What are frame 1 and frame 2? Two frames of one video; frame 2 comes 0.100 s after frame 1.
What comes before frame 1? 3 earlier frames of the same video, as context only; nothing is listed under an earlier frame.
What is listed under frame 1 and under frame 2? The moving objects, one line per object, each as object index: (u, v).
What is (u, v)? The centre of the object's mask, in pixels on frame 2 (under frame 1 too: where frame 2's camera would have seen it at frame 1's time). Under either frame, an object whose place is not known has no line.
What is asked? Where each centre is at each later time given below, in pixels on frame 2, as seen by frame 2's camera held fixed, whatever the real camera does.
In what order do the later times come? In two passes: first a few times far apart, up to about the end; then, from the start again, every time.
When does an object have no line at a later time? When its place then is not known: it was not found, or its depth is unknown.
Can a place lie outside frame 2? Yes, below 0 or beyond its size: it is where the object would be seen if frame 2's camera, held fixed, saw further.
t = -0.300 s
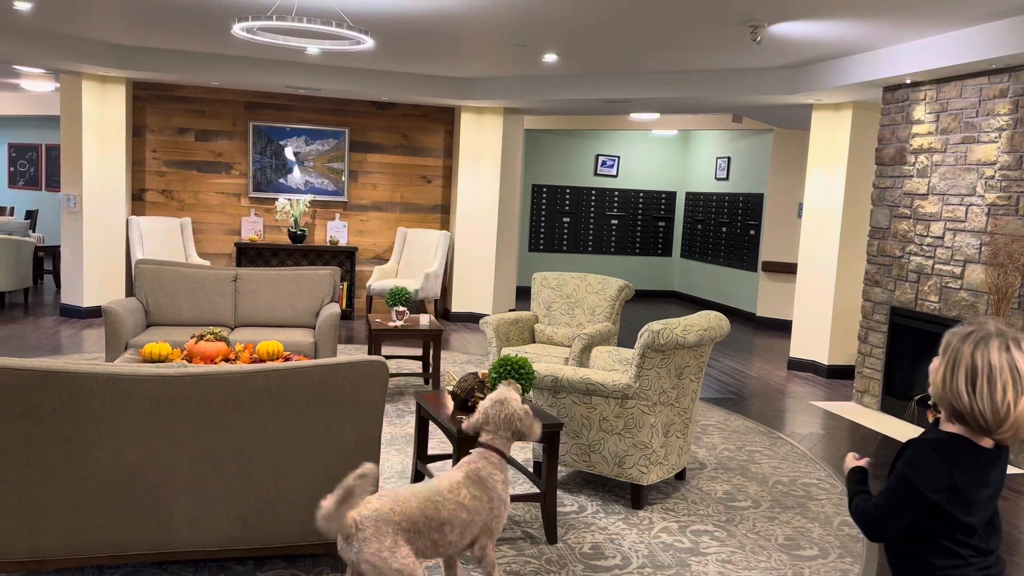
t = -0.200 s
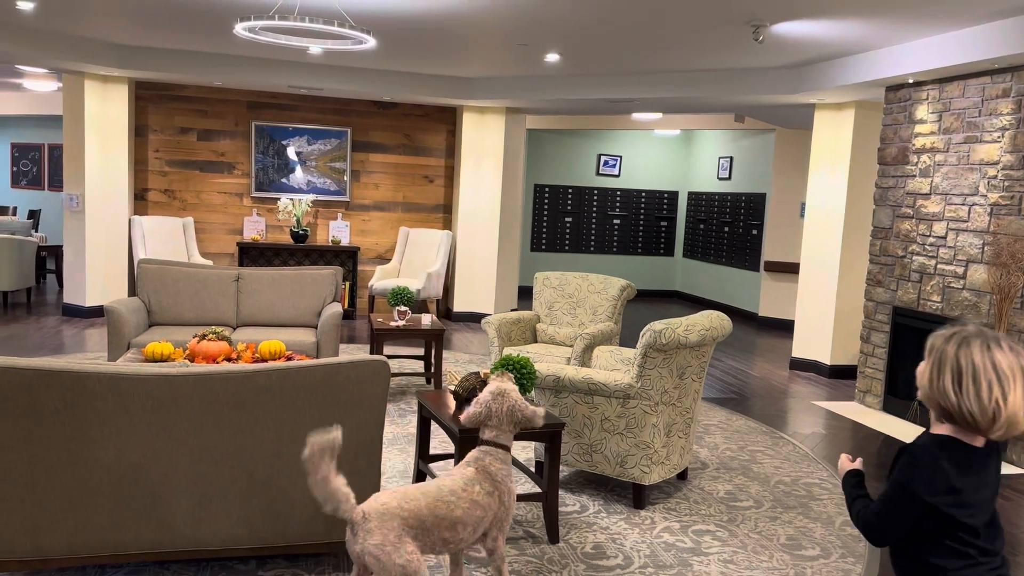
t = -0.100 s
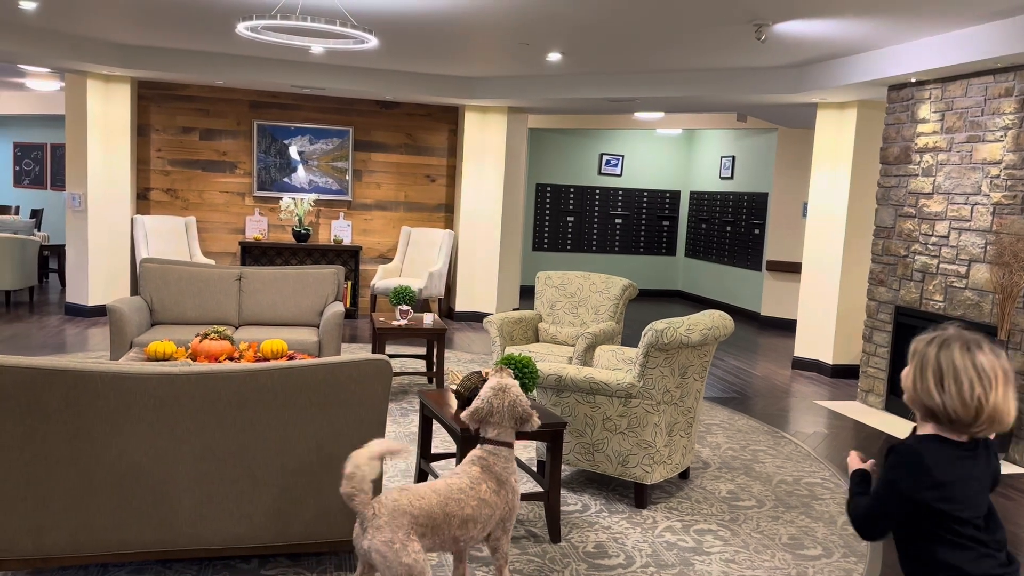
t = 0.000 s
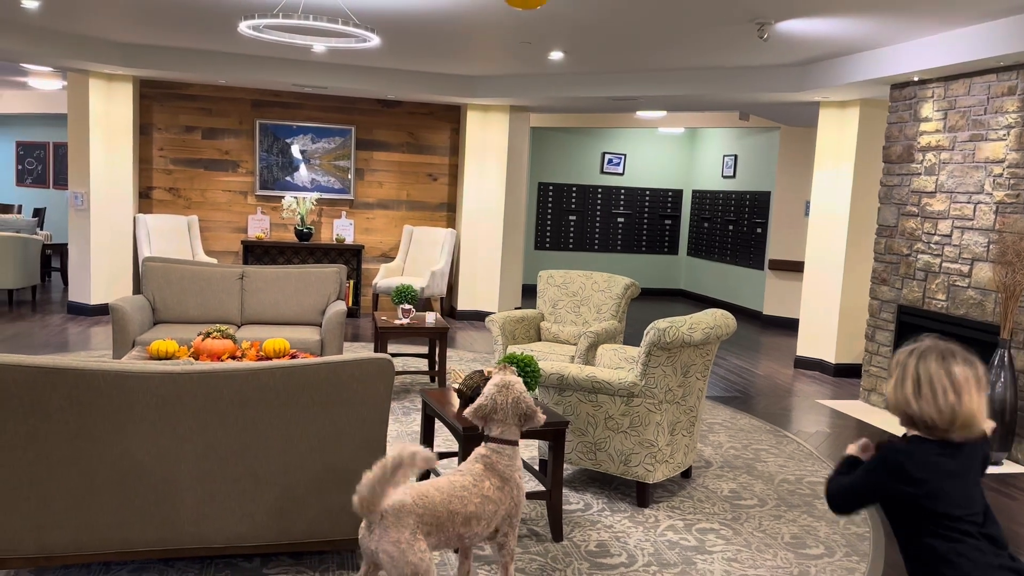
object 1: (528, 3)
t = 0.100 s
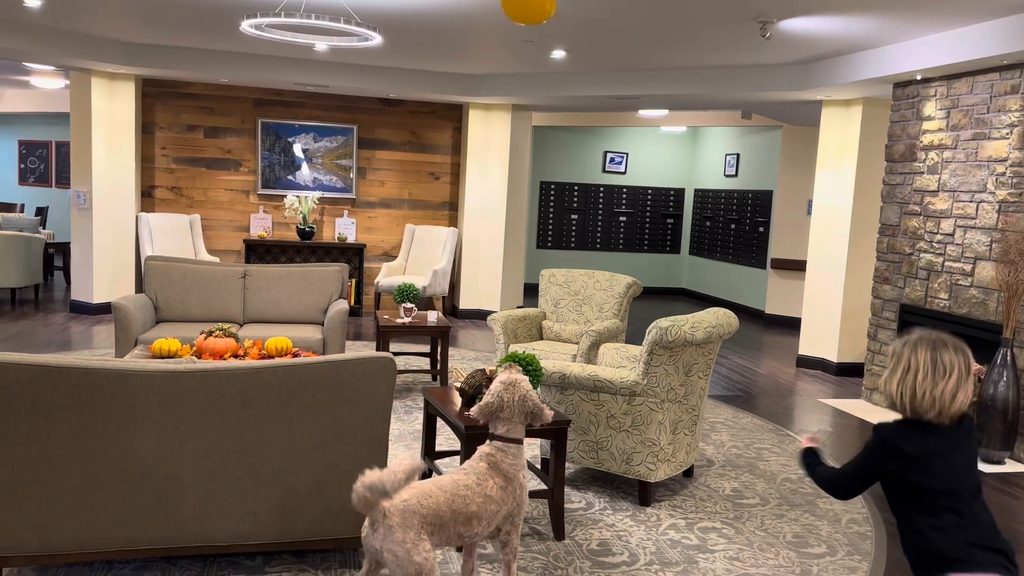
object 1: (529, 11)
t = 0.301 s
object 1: (524, 44)
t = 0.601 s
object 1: (515, 128)
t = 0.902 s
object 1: (501, 210)
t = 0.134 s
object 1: (528, 15)
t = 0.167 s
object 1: (527, 19)
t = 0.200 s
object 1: (526, 23)
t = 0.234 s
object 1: (525, 28)
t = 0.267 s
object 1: (525, 35)
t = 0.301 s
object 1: (524, 44)
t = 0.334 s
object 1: (523, 53)
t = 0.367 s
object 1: (523, 62)
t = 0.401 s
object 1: (522, 70)
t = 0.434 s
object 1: (520, 80)
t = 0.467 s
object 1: (519, 89)
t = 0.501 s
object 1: (518, 99)
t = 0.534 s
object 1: (517, 108)
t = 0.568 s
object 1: (516, 118)
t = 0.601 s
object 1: (515, 128)
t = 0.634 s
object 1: (514, 138)
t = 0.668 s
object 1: (512, 148)
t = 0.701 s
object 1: (511, 157)
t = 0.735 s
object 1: (509, 166)
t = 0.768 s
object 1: (507, 175)
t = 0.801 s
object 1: (506, 185)
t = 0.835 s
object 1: (504, 193)
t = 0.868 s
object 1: (503, 202)
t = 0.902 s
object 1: (501, 210)
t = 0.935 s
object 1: (499, 219)
